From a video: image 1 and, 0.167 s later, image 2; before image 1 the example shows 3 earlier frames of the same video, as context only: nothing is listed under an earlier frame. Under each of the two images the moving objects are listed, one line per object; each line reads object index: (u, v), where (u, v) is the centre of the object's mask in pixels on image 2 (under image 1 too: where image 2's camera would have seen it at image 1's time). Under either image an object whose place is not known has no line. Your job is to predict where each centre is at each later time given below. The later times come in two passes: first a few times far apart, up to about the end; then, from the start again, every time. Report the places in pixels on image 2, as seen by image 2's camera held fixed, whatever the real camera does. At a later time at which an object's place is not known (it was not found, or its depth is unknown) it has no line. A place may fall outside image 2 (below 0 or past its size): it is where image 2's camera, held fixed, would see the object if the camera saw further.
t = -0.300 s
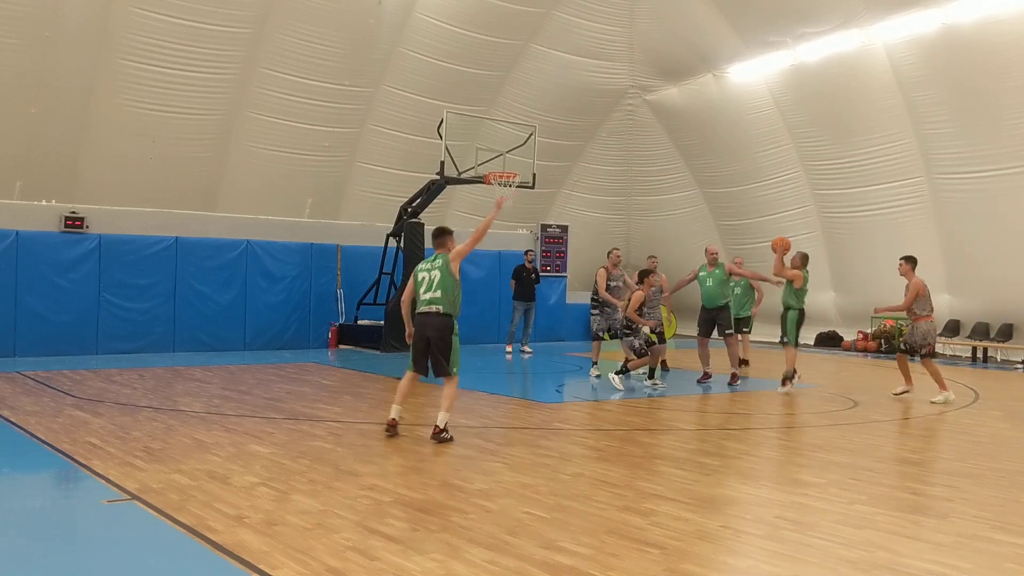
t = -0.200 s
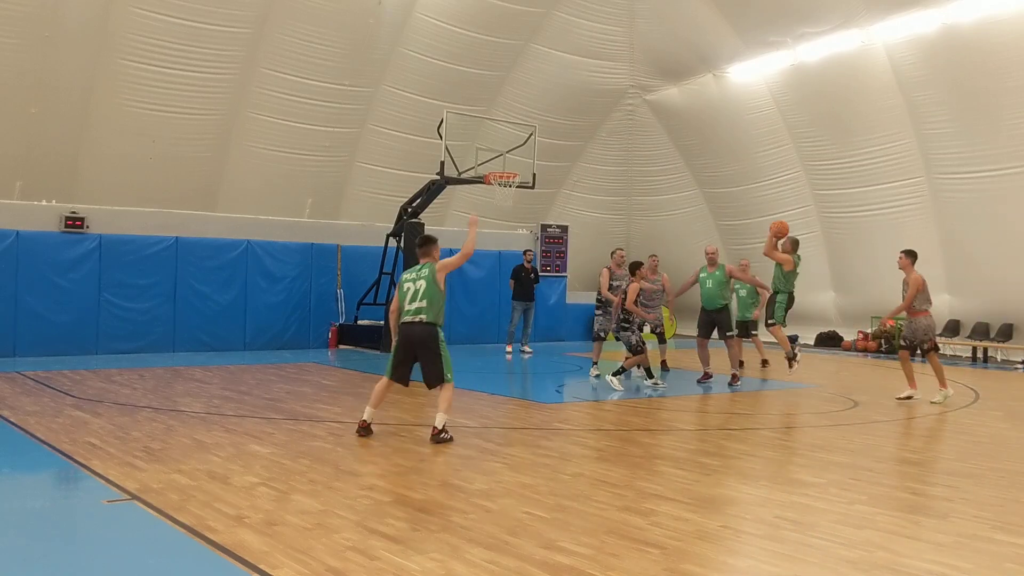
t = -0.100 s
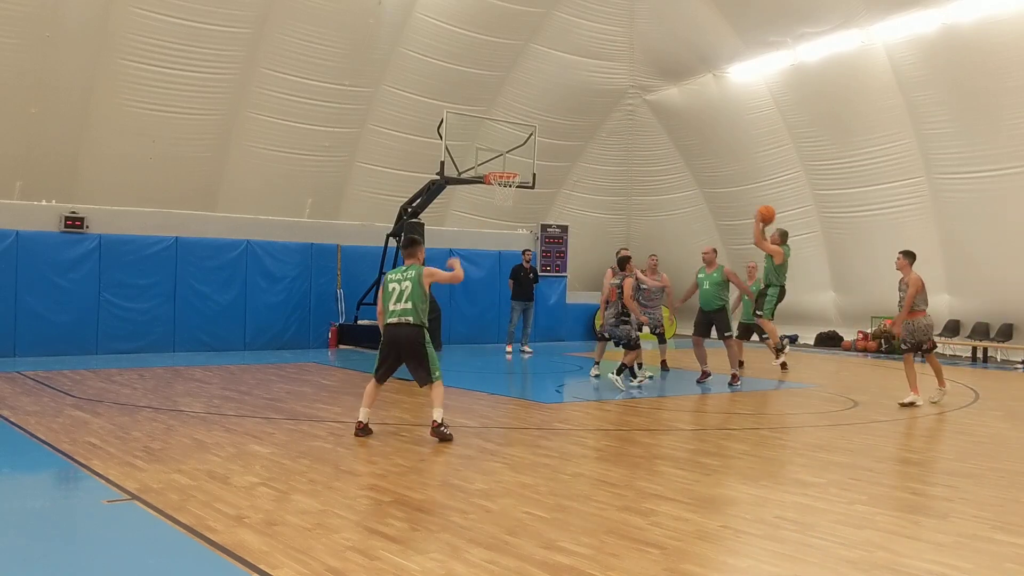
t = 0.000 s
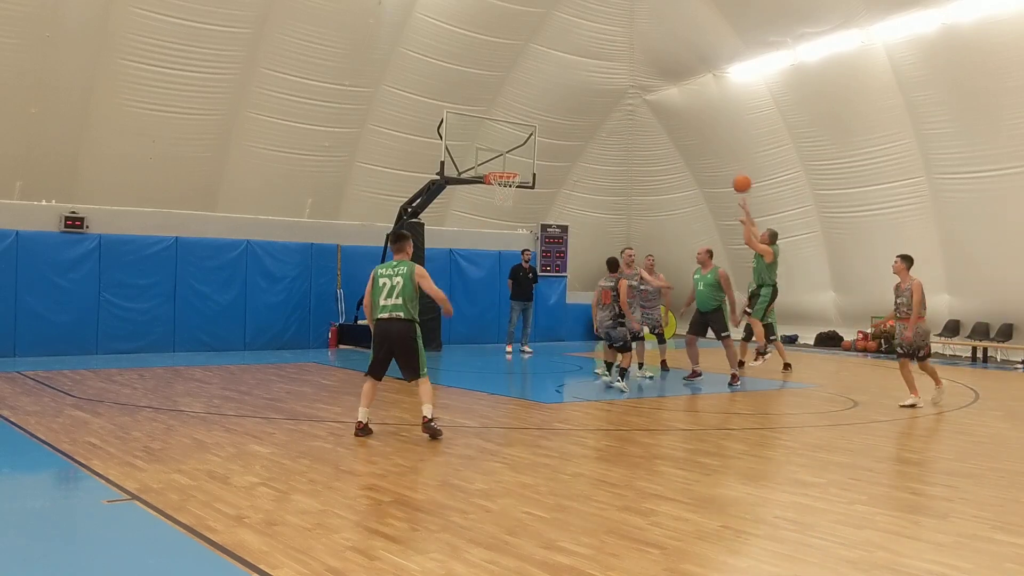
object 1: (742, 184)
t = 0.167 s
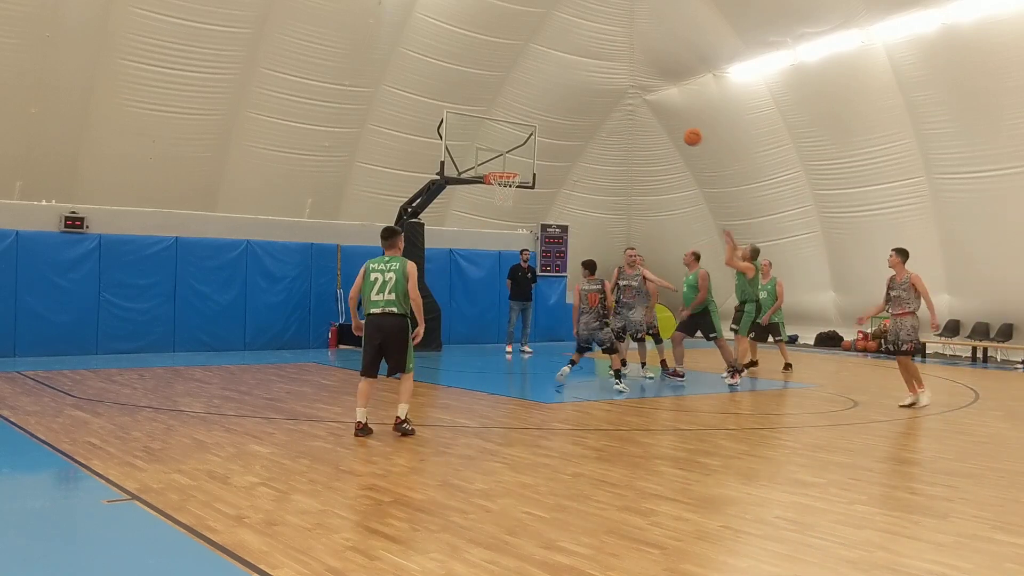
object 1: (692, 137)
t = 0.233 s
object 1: (673, 124)
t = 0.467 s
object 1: (611, 108)
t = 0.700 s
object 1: (554, 127)
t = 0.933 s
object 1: (505, 177)
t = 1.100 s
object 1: (492, 201)
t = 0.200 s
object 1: (683, 130)
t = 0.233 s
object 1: (673, 124)
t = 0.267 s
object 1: (665, 120)
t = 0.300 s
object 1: (655, 115)
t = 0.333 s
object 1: (646, 112)
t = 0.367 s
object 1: (637, 110)
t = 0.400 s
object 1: (628, 108)
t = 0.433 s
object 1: (620, 108)
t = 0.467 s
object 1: (611, 108)
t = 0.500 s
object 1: (603, 108)
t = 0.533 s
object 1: (595, 110)
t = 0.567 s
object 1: (586, 112)
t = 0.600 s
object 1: (578, 114)
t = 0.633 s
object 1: (570, 118)
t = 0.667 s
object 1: (562, 122)
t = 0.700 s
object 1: (554, 127)
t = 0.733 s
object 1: (547, 132)
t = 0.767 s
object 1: (539, 138)
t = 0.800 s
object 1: (531, 145)
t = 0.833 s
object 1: (524, 152)
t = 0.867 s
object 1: (517, 160)
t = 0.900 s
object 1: (509, 167)
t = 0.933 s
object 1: (505, 177)
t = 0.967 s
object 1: (499, 185)
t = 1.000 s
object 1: (495, 191)
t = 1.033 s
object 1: (494, 195)
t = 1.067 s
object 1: (493, 198)
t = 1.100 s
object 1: (492, 201)
